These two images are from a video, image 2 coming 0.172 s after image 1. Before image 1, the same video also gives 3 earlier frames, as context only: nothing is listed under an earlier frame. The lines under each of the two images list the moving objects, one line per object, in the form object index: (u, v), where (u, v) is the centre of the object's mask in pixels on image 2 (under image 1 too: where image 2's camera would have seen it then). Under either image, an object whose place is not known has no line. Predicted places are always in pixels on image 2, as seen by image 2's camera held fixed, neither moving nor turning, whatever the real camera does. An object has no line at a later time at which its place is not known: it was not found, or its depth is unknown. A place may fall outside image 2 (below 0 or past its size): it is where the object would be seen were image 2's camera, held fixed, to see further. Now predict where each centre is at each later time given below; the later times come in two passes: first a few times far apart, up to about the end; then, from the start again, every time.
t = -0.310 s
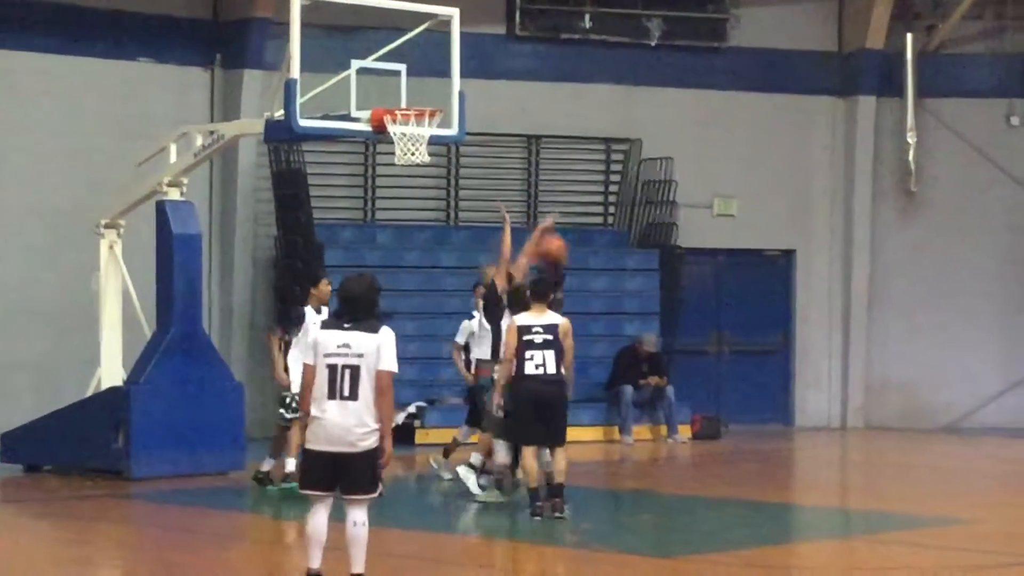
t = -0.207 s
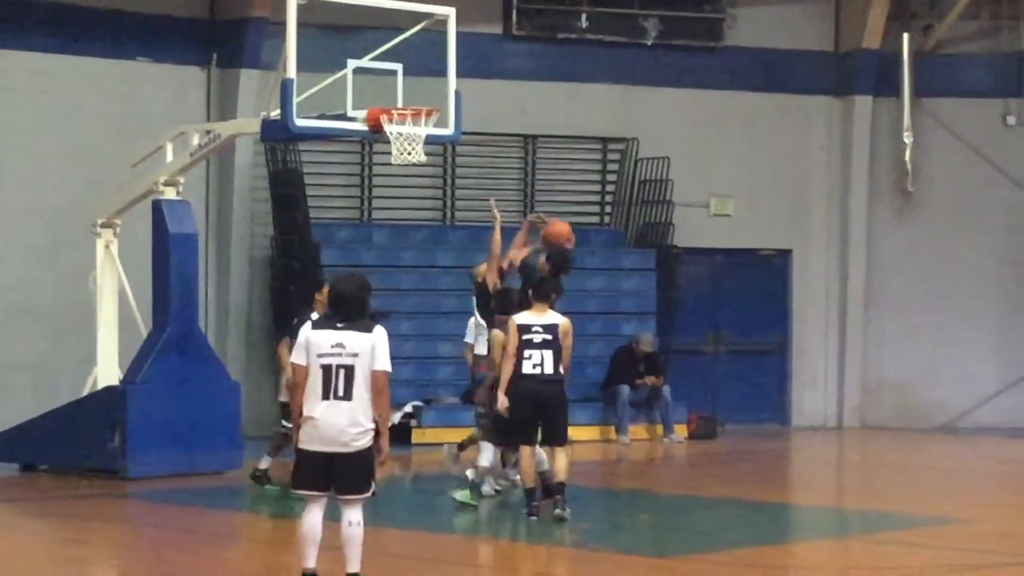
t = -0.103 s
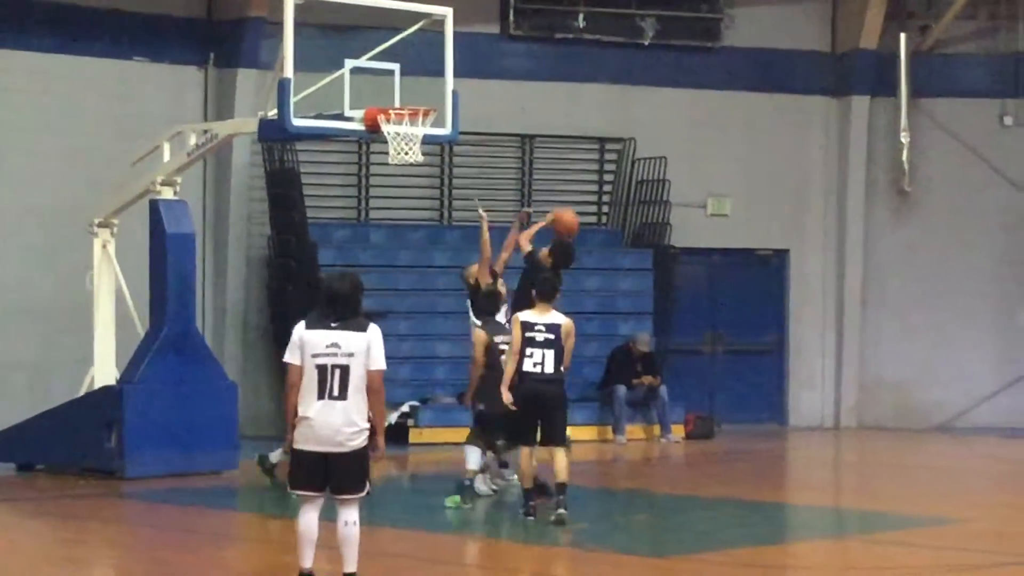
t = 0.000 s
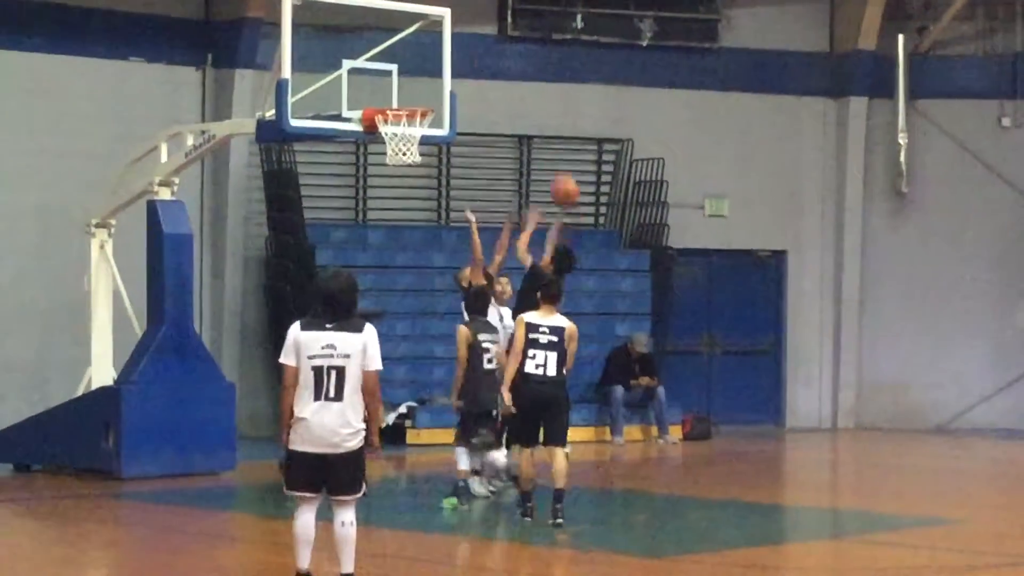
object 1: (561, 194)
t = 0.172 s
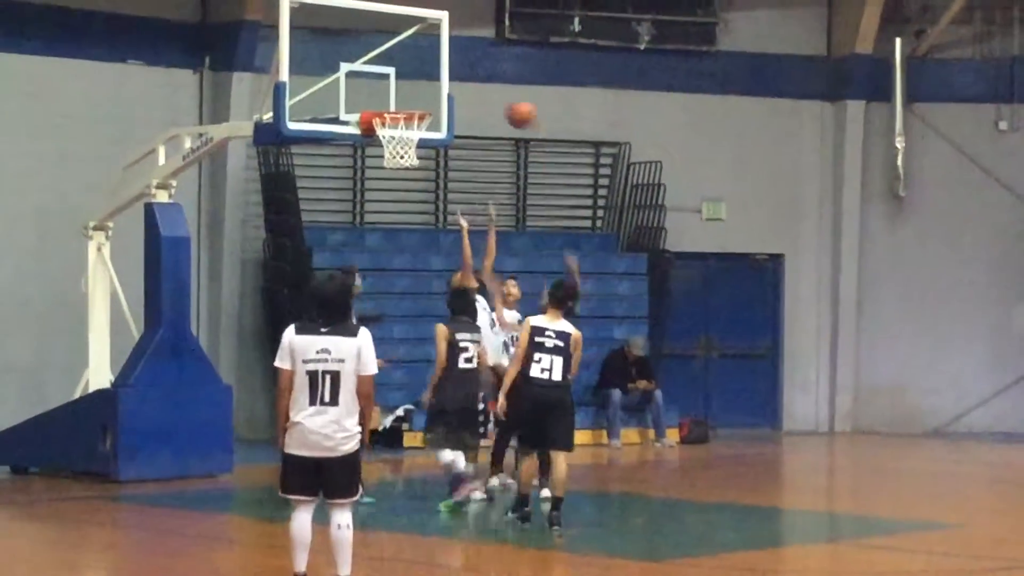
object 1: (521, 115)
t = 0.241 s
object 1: (504, 90)
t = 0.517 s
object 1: (428, 53)
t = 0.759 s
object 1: (387, 96)
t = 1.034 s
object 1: (407, 97)
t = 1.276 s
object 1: (404, 93)
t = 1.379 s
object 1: (403, 96)
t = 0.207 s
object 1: (512, 102)
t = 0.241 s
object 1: (504, 90)
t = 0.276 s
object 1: (496, 81)
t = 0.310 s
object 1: (487, 72)
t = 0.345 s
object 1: (479, 66)
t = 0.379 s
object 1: (471, 59)
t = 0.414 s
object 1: (463, 56)
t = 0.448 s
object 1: (446, 52)
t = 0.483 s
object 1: (436, 53)
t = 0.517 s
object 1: (428, 53)
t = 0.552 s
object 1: (419, 56)
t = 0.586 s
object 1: (412, 59)
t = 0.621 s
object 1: (403, 64)
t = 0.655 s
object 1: (394, 72)
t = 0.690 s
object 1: (387, 80)
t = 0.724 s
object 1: (387, 87)
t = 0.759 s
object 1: (387, 96)
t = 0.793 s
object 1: (390, 100)
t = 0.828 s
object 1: (396, 99)
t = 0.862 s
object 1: (402, 100)
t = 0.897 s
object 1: (408, 100)
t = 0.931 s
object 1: (410, 100)
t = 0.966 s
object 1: (409, 99)
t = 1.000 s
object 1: (408, 98)
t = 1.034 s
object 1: (407, 97)
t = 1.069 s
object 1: (406, 96)
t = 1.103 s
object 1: (405, 96)
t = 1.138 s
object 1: (405, 96)
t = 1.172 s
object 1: (405, 95)
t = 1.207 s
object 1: (404, 94)
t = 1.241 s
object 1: (404, 93)
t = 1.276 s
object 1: (404, 93)
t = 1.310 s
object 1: (403, 95)
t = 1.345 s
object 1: (403, 97)
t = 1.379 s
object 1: (403, 96)
